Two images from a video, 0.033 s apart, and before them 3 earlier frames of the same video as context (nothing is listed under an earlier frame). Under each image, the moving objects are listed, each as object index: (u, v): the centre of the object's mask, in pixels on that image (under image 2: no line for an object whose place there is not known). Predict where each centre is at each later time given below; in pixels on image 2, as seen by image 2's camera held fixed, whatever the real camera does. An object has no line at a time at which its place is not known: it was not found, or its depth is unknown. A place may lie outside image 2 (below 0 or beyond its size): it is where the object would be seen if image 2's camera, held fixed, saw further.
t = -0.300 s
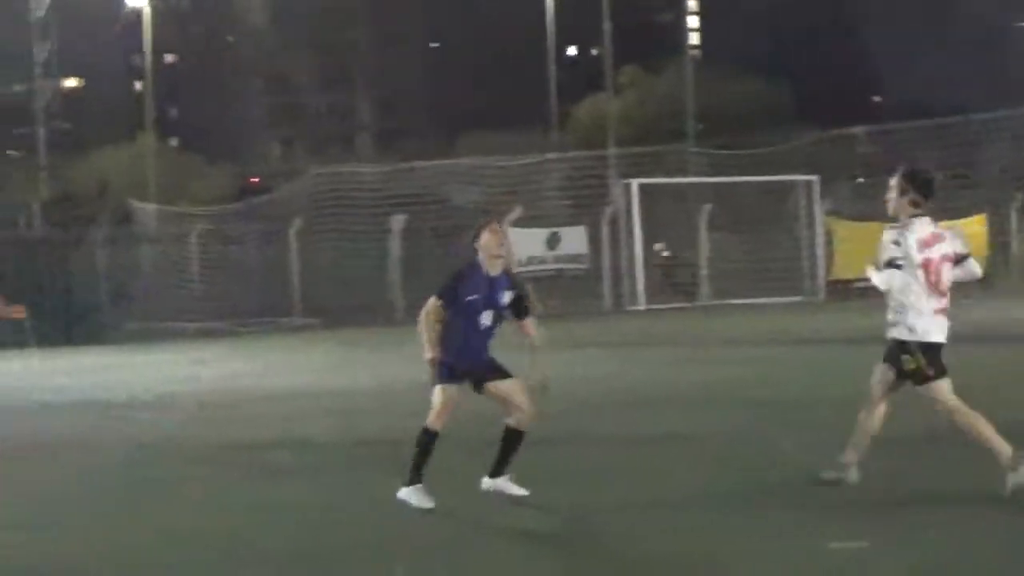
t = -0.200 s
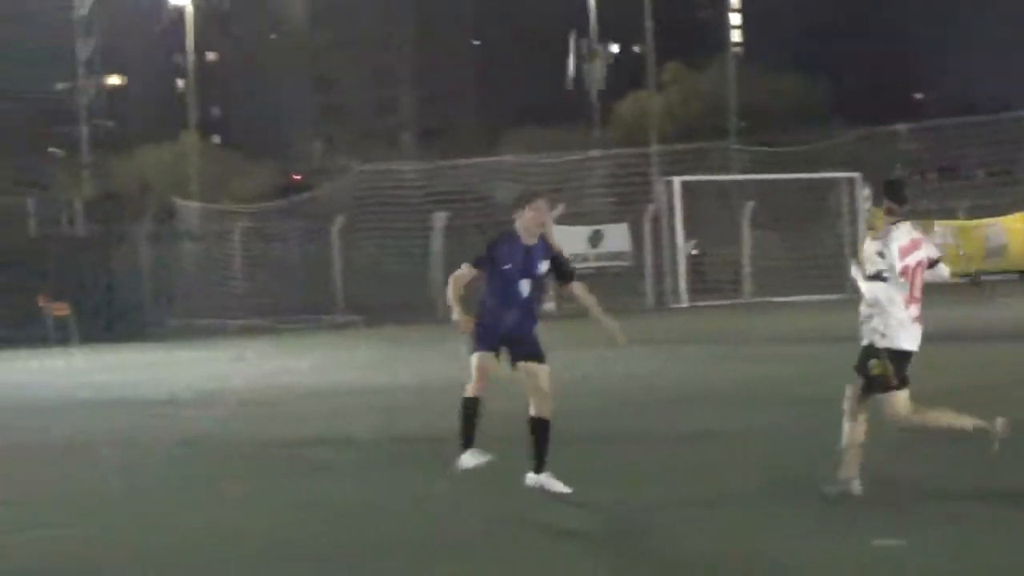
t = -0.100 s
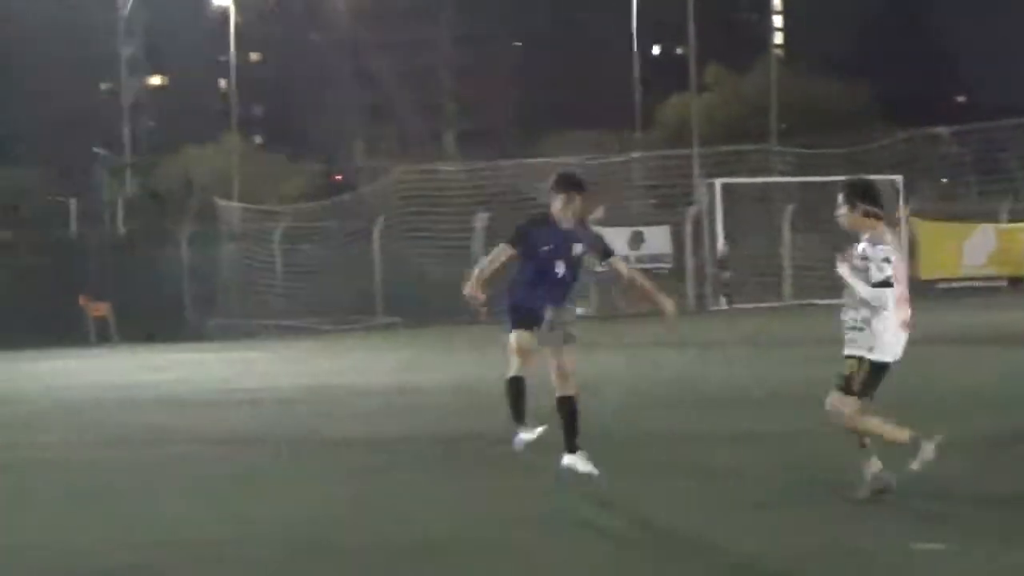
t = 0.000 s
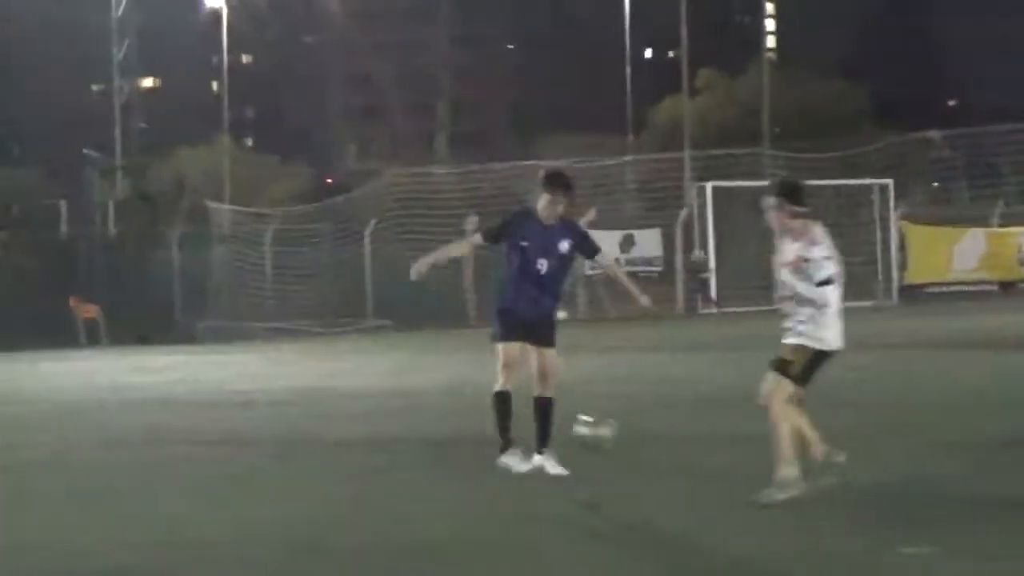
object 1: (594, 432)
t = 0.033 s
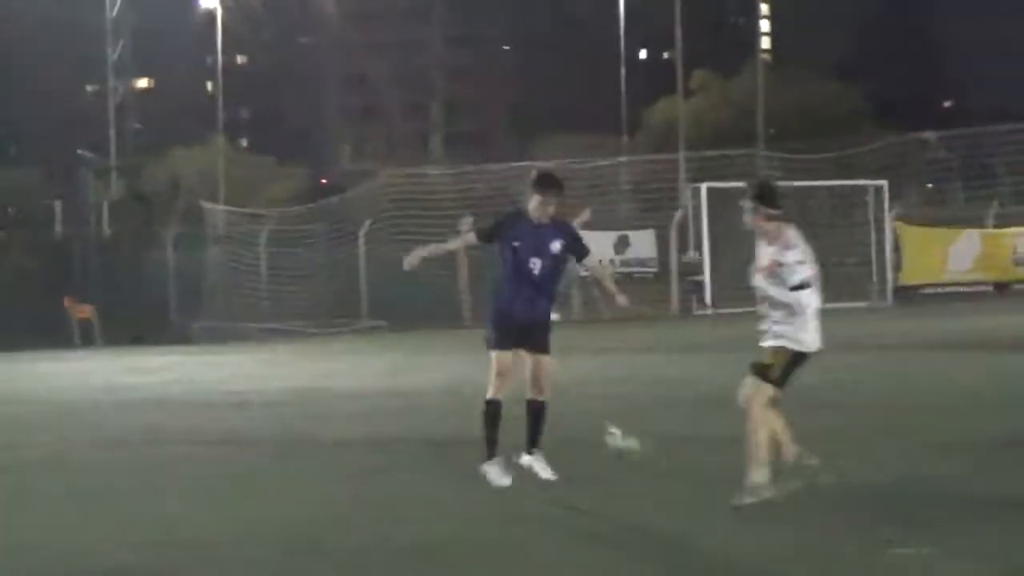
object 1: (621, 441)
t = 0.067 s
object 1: (658, 458)
